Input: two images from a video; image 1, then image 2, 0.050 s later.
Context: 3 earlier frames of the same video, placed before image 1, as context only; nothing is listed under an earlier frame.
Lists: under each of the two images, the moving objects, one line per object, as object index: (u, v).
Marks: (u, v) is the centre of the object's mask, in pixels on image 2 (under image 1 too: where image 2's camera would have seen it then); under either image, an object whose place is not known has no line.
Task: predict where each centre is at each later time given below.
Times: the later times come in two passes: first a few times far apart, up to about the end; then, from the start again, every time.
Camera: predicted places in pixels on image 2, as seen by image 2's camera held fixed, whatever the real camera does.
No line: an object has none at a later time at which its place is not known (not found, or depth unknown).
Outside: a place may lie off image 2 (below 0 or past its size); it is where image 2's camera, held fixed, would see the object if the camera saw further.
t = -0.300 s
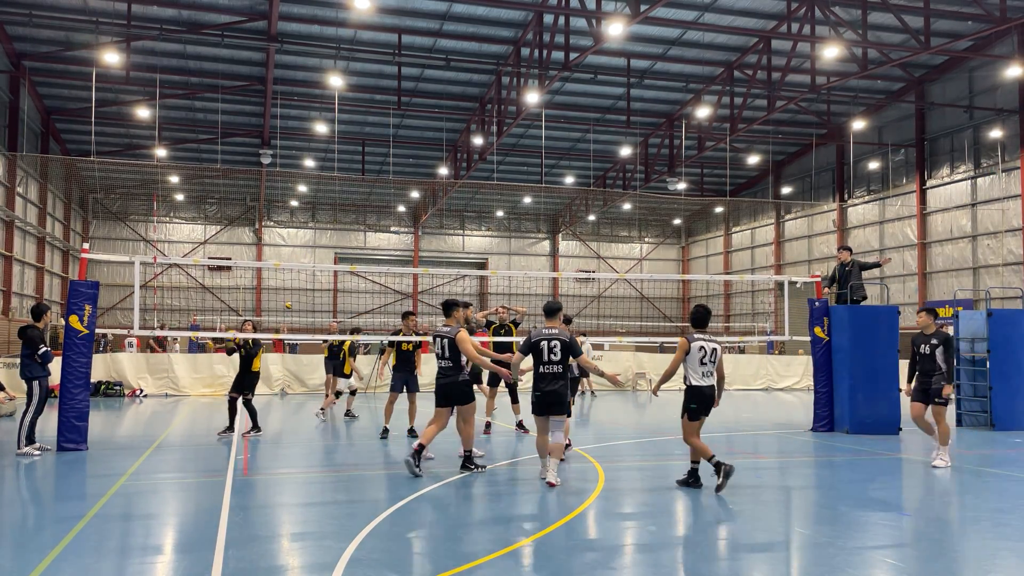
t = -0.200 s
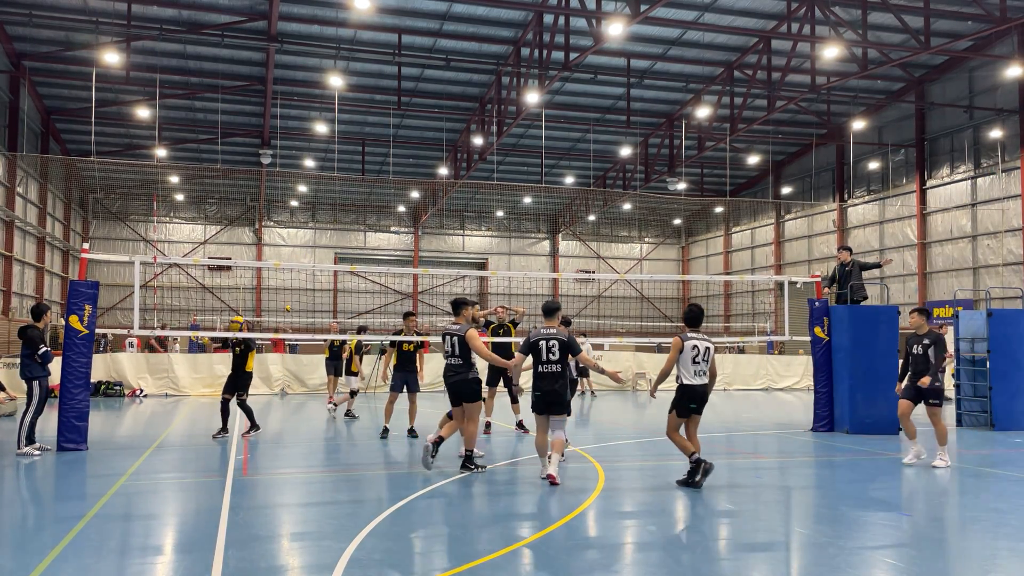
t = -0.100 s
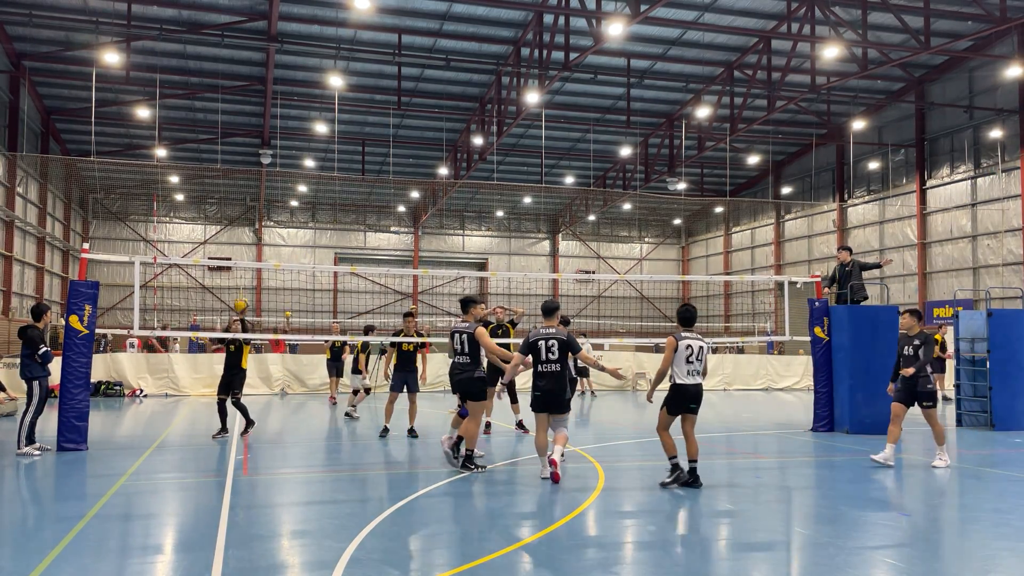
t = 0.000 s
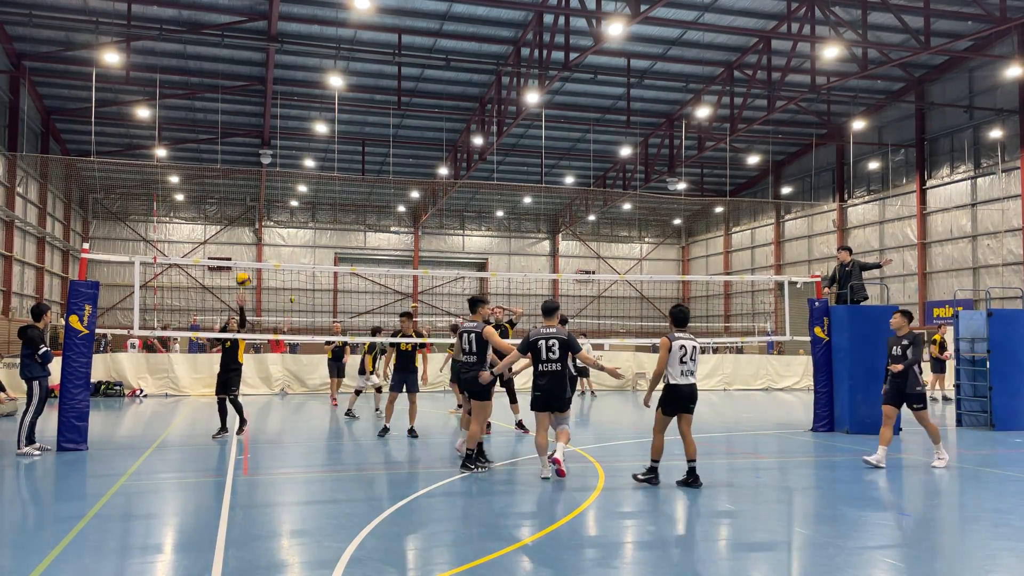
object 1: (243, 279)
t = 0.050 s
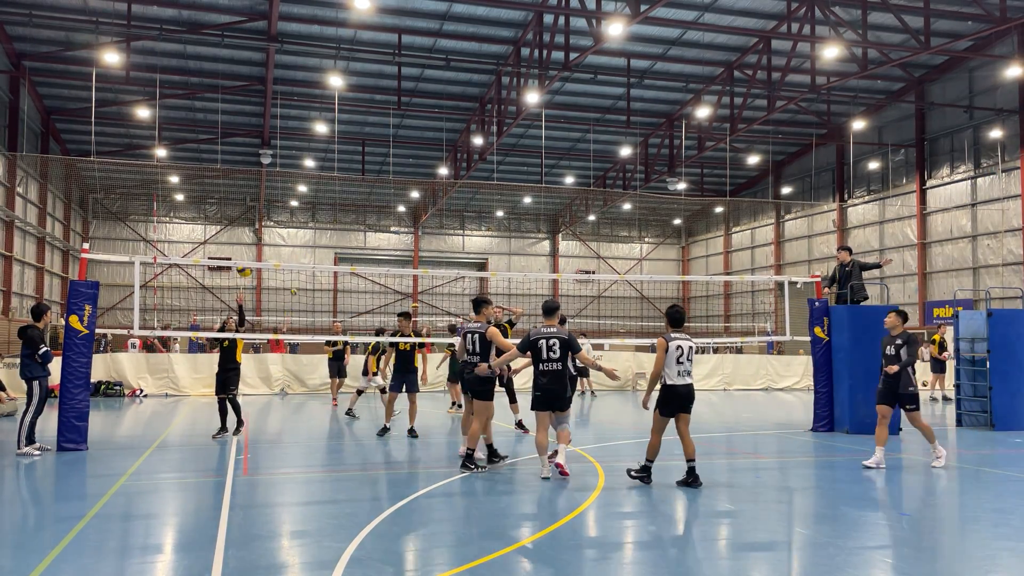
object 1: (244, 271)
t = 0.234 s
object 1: (247, 245)
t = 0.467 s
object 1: (251, 250)
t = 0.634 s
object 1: (253, 277)
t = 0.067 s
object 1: (245, 267)
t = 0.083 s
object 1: (245, 259)
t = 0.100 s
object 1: (246, 257)
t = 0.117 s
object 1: (246, 256)
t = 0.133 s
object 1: (246, 255)
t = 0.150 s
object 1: (246, 254)
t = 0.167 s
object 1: (247, 252)
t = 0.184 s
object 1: (247, 250)
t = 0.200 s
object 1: (247, 248)
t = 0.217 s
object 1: (248, 247)
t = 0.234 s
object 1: (247, 245)
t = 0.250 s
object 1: (248, 245)
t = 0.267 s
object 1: (248, 244)
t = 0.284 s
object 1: (249, 243)
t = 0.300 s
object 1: (249, 243)
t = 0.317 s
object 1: (249, 243)
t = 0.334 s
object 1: (250, 243)
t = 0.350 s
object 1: (250, 243)
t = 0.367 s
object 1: (250, 243)
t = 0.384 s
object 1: (250, 244)
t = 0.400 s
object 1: (250, 244)
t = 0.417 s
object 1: (251, 246)
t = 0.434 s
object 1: (251, 246)
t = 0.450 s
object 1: (251, 248)
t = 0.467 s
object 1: (251, 250)
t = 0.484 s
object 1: (251, 252)
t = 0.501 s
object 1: (252, 255)
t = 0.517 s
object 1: (252, 256)
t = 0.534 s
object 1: (252, 259)
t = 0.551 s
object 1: (252, 261)
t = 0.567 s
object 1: (252, 264)
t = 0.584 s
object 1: (252, 267)
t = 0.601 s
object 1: (253, 271)
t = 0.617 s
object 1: (253, 274)
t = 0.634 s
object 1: (253, 277)
